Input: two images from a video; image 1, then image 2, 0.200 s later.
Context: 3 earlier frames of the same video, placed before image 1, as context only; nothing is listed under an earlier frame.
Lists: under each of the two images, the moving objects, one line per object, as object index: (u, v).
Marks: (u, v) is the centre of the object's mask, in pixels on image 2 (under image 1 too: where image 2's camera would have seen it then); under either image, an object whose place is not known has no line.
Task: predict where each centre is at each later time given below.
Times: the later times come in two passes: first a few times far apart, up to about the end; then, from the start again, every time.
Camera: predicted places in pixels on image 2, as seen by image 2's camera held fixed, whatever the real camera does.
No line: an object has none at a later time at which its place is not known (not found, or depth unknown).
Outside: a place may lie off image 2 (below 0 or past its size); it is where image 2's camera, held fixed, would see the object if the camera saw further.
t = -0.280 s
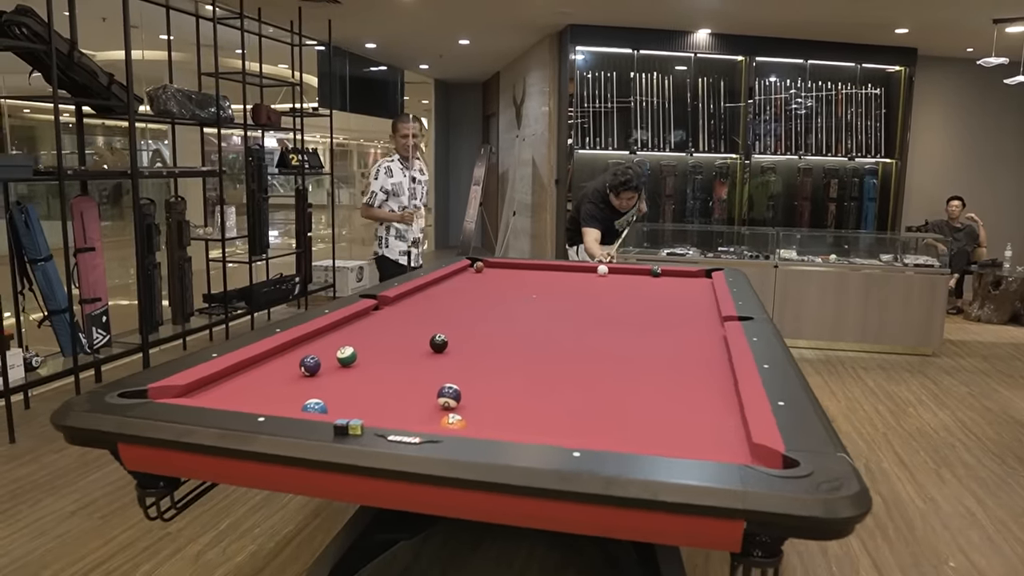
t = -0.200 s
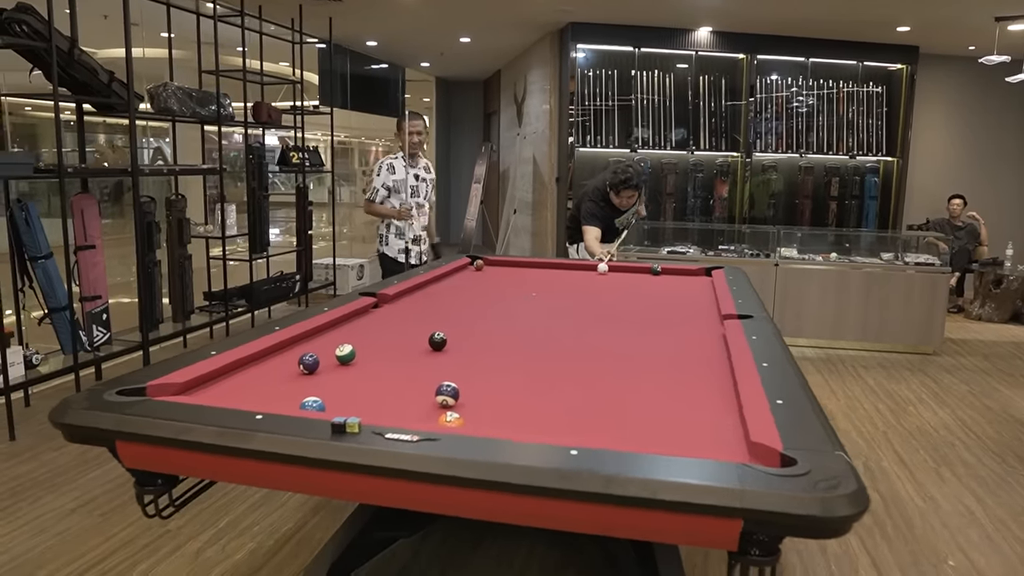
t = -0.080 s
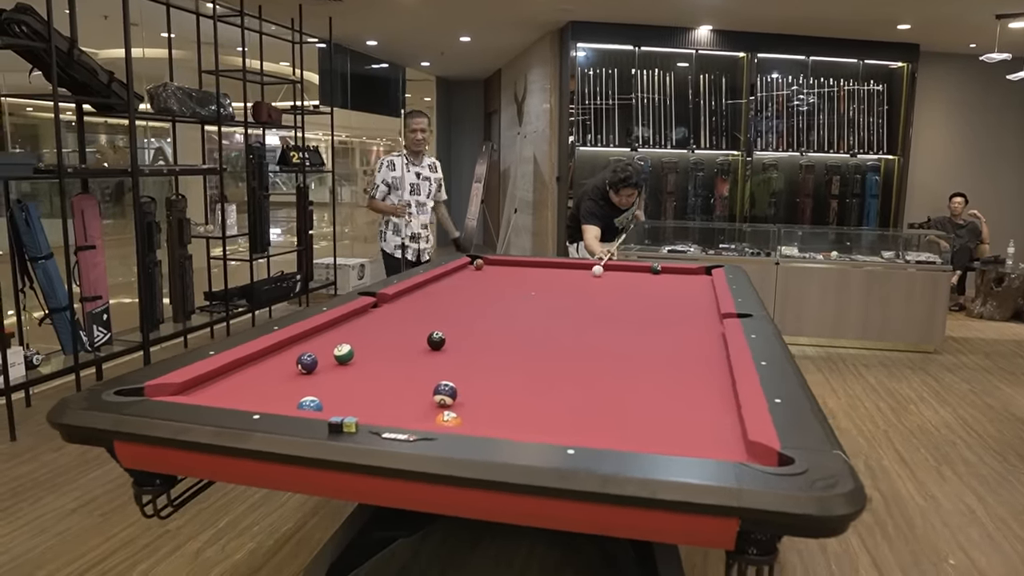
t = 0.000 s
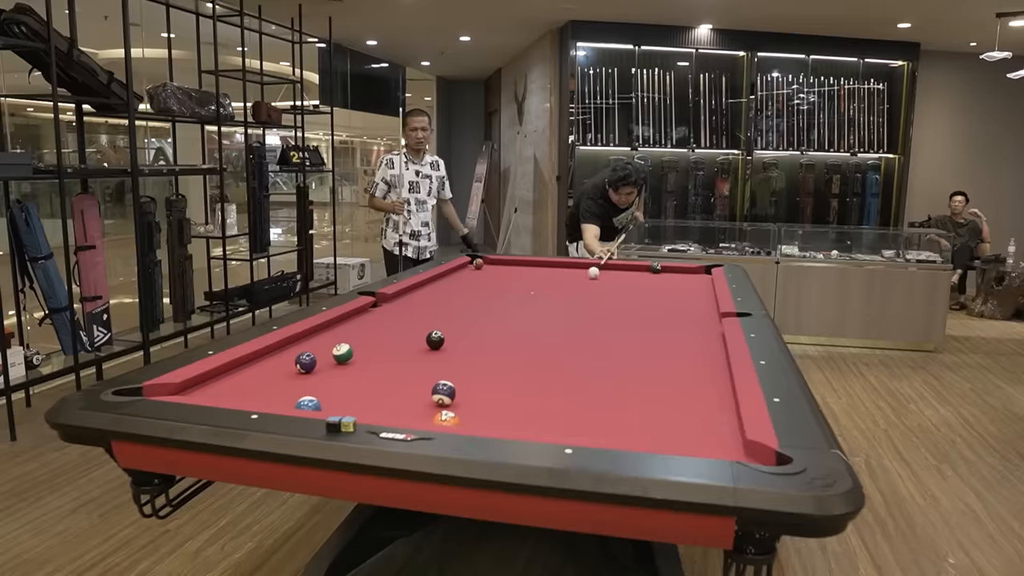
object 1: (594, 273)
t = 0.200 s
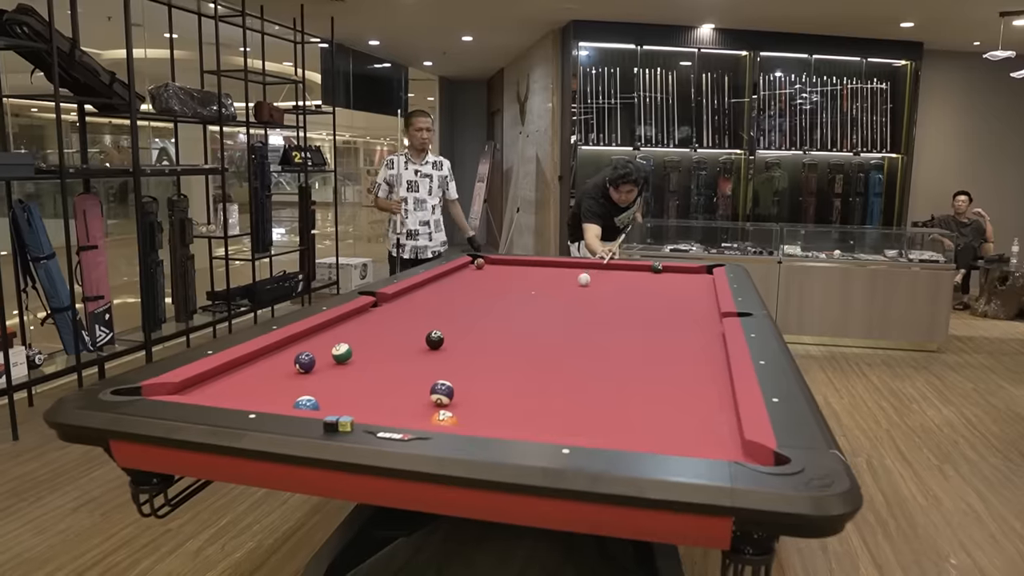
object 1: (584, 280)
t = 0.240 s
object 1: (582, 281)
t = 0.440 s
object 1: (569, 290)
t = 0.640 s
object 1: (556, 299)
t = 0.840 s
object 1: (540, 308)
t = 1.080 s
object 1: (519, 323)
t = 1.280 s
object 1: (498, 337)
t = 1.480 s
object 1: (474, 353)
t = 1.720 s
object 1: (438, 374)
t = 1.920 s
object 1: (402, 402)
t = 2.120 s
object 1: (386, 409)
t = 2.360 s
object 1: (405, 392)
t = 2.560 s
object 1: (419, 379)
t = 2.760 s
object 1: (431, 368)
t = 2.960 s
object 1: (441, 358)
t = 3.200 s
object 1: (452, 347)
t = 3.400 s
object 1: (459, 340)
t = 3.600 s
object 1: (465, 333)
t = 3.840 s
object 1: (473, 326)
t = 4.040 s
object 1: (478, 322)
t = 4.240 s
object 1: (483, 317)
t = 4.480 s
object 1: (489, 312)
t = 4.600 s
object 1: (491, 310)
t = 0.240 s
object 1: (582, 281)
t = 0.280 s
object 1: (579, 283)
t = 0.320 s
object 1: (577, 284)
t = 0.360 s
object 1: (574, 286)
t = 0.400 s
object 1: (572, 288)
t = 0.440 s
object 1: (569, 290)
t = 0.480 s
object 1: (567, 291)
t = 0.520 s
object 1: (564, 293)
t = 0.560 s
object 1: (561, 295)
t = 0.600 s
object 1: (559, 297)
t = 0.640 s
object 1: (556, 299)
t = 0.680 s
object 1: (553, 300)
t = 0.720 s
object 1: (550, 302)
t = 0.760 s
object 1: (547, 304)
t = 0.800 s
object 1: (544, 306)
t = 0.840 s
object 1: (540, 308)
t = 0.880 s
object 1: (537, 311)
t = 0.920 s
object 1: (534, 313)
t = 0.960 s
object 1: (530, 315)
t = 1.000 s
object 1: (527, 318)
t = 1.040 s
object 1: (523, 320)
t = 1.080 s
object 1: (519, 323)
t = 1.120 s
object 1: (515, 326)
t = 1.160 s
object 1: (511, 328)
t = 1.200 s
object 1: (507, 331)
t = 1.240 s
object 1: (502, 334)
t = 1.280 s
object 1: (498, 337)
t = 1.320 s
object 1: (493, 340)
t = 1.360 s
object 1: (489, 343)
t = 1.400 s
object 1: (484, 347)
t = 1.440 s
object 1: (479, 350)
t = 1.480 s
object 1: (474, 353)
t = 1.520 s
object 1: (468, 357)
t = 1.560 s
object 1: (463, 361)
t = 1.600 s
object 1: (457, 365)
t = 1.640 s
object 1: (451, 369)
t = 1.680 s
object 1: (445, 371)
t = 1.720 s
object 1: (438, 374)
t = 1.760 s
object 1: (430, 379)
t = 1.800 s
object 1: (423, 386)
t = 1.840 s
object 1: (417, 391)
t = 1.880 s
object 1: (409, 397)
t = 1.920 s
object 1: (402, 402)
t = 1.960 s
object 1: (394, 406)
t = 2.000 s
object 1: (385, 410)
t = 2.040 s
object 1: (378, 412)
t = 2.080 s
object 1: (382, 411)
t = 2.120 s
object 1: (386, 409)
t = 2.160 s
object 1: (389, 407)
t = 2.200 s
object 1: (393, 404)
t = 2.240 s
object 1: (396, 401)
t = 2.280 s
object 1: (399, 398)
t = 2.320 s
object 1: (403, 395)
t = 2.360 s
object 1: (405, 392)
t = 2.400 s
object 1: (408, 389)
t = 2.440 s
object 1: (411, 386)
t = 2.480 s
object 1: (414, 384)
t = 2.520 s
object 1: (417, 381)
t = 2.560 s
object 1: (419, 379)
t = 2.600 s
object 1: (422, 376)
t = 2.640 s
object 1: (424, 374)
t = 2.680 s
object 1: (427, 372)
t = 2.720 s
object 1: (429, 370)
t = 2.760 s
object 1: (431, 368)
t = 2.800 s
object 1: (433, 366)
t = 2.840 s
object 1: (435, 363)
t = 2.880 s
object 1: (438, 361)
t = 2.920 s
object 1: (439, 360)
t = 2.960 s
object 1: (441, 358)
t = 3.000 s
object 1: (443, 356)
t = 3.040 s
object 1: (445, 354)
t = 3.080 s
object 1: (447, 352)
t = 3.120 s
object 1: (448, 351)
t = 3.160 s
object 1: (450, 349)
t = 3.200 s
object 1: (452, 347)
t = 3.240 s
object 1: (453, 346)
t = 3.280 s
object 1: (455, 344)
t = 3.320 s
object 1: (456, 343)
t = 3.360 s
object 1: (457, 341)
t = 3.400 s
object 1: (459, 340)
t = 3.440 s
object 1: (460, 338)
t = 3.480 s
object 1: (462, 337)
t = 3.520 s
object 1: (463, 336)
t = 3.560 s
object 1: (464, 335)
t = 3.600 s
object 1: (465, 333)
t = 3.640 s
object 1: (467, 332)
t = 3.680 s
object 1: (468, 331)
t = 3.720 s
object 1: (469, 330)
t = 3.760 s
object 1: (470, 329)
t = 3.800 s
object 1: (471, 327)
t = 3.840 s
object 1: (473, 326)
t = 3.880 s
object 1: (474, 326)
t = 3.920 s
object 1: (475, 325)
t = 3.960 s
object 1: (476, 324)
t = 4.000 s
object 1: (477, 323)
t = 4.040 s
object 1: (478, 322)
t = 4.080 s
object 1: (479, 321)
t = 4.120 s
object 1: (480, 320)
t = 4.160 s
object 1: (481, 319)
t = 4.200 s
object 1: (482, 318)
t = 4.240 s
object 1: (483, 317)
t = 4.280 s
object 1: (484, 316)
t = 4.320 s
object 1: (485, 315)
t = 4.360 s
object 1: (486, 315)
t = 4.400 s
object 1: (487, 314)
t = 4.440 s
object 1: (488, 313)
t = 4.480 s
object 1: (489, 312)
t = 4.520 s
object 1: (490, 312)
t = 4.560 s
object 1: (491, 311)
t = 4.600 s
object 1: (491, 310)
